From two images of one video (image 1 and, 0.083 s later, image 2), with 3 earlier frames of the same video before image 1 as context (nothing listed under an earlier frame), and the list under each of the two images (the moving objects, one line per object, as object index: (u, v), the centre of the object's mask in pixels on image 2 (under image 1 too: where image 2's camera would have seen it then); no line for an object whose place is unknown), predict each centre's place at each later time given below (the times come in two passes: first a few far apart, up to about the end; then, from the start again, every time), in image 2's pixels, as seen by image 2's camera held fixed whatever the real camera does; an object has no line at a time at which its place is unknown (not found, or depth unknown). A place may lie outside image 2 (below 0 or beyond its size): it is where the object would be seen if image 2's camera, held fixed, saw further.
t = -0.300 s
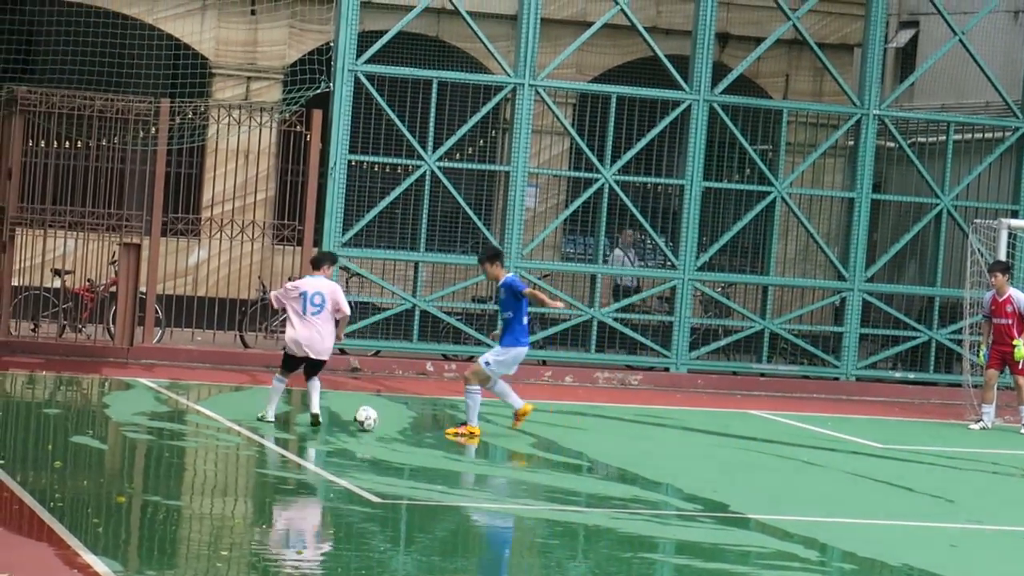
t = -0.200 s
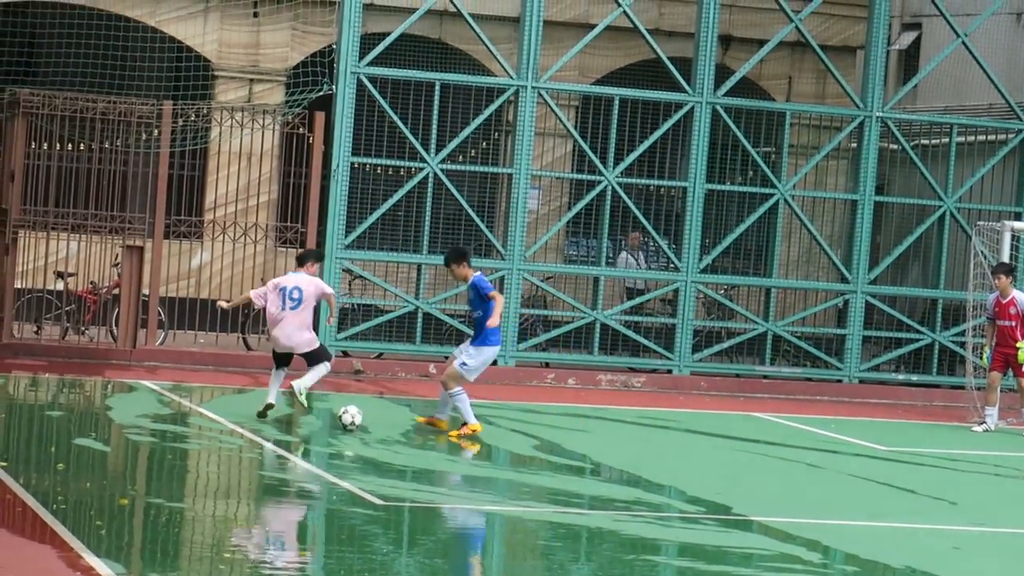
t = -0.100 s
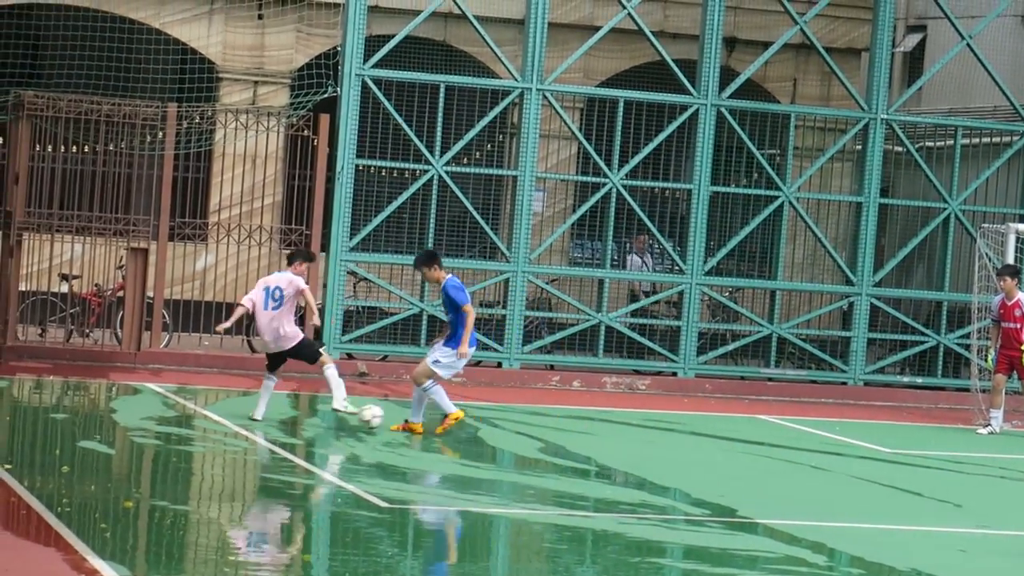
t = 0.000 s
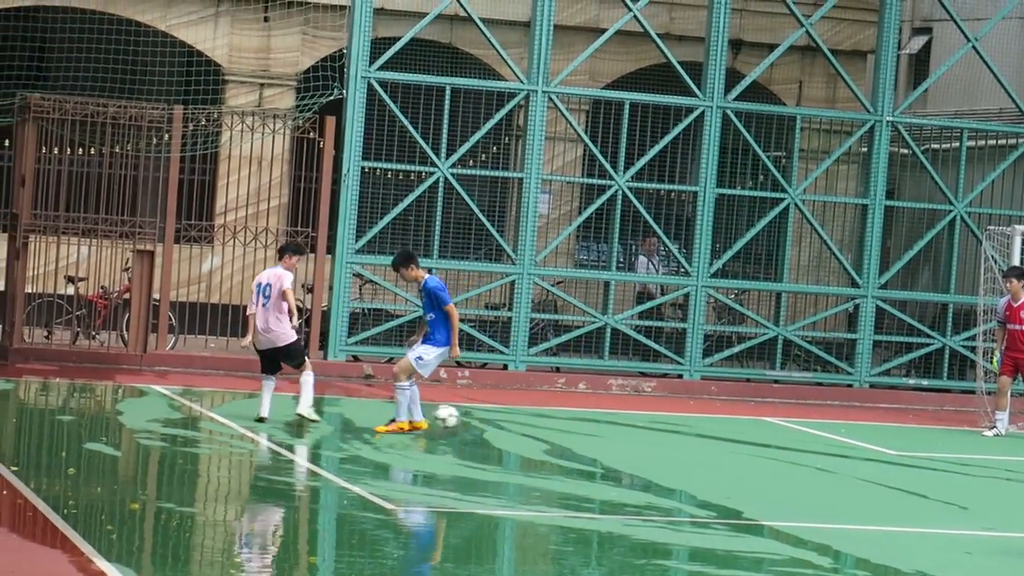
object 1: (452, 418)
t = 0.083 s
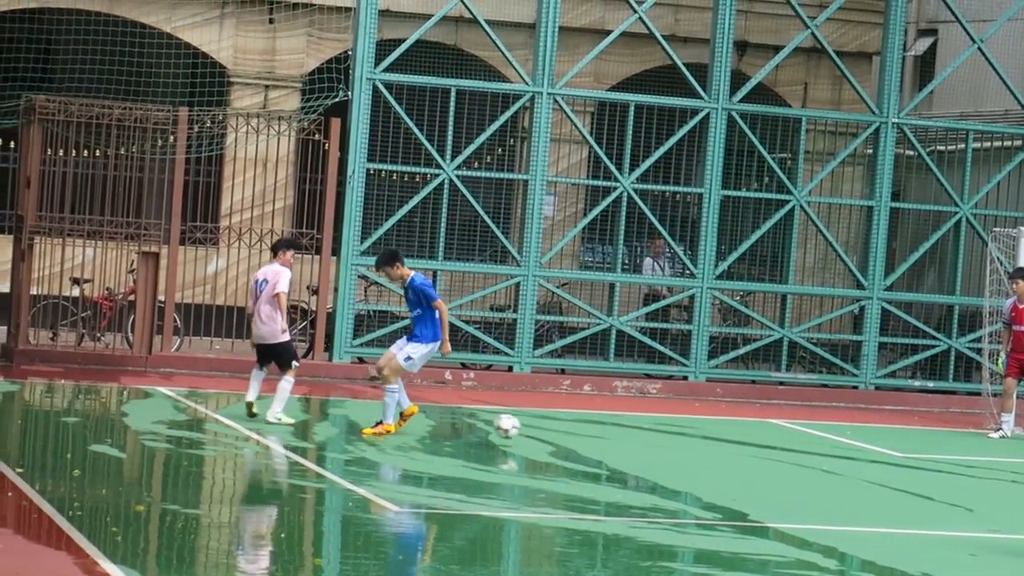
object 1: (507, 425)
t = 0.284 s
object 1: (615, 433)
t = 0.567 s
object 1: (738, 442)
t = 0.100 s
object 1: (518, 428)
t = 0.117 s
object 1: (529, 431)
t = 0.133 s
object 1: (540, 434)
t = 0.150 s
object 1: (551, 437)
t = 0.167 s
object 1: (559, 435)
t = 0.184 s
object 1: (568, 434)
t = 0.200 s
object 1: (575, 433)
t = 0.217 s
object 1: (583, 433)
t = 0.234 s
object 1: (591, 432)
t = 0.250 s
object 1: (599, 432)
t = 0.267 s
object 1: (607, 432)
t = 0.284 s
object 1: (615, 433)
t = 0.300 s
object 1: (623, 434)
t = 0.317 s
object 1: (631, 436)
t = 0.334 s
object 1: (639, 437)
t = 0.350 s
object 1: (646, 439)
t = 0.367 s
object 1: (654, 442)
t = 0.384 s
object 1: (662, 443)
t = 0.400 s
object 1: (668, 442)
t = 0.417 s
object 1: (676, 441)
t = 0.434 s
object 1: (683, 440)
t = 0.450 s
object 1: (689, 439)
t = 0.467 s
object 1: (696, 439)
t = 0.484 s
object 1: (703, 439)
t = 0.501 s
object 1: (710, 438)
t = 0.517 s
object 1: (717, 439)
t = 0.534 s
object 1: (724, 439)
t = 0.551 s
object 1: (731, 440)
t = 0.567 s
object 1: (738, 442)
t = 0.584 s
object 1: (744, 443)
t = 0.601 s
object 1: (752, 446)
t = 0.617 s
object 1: (758, 445)
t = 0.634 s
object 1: (765, 444)
